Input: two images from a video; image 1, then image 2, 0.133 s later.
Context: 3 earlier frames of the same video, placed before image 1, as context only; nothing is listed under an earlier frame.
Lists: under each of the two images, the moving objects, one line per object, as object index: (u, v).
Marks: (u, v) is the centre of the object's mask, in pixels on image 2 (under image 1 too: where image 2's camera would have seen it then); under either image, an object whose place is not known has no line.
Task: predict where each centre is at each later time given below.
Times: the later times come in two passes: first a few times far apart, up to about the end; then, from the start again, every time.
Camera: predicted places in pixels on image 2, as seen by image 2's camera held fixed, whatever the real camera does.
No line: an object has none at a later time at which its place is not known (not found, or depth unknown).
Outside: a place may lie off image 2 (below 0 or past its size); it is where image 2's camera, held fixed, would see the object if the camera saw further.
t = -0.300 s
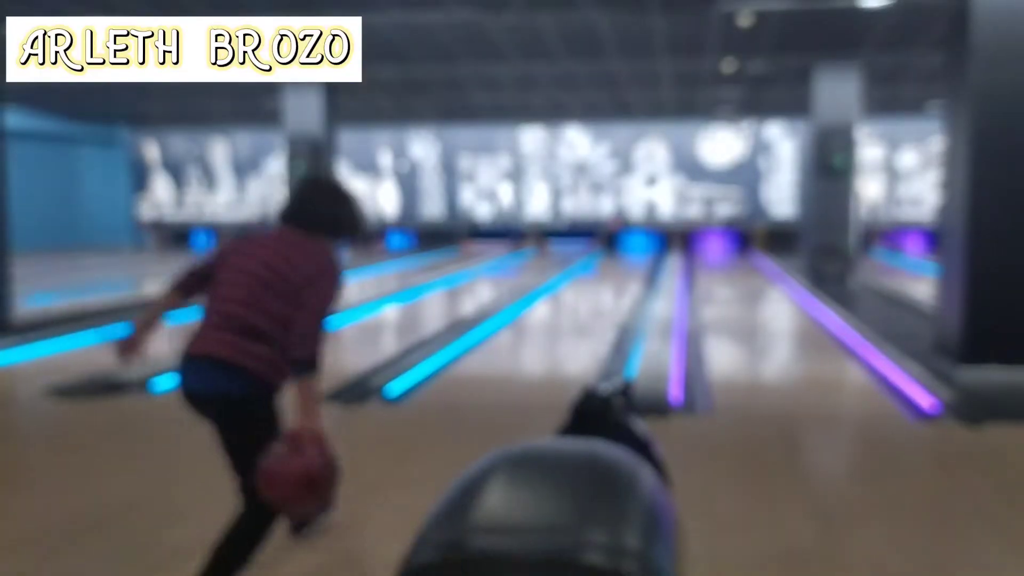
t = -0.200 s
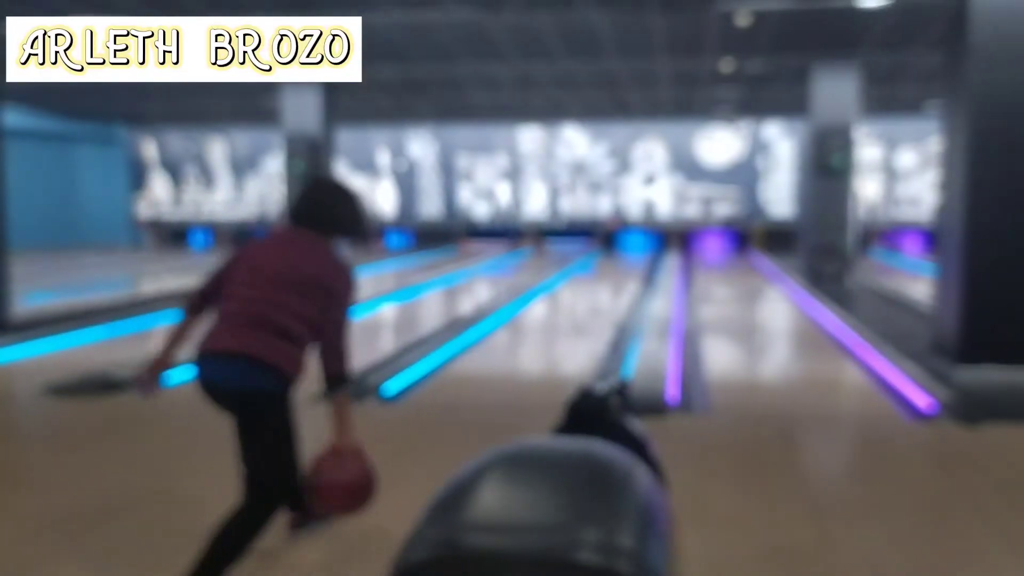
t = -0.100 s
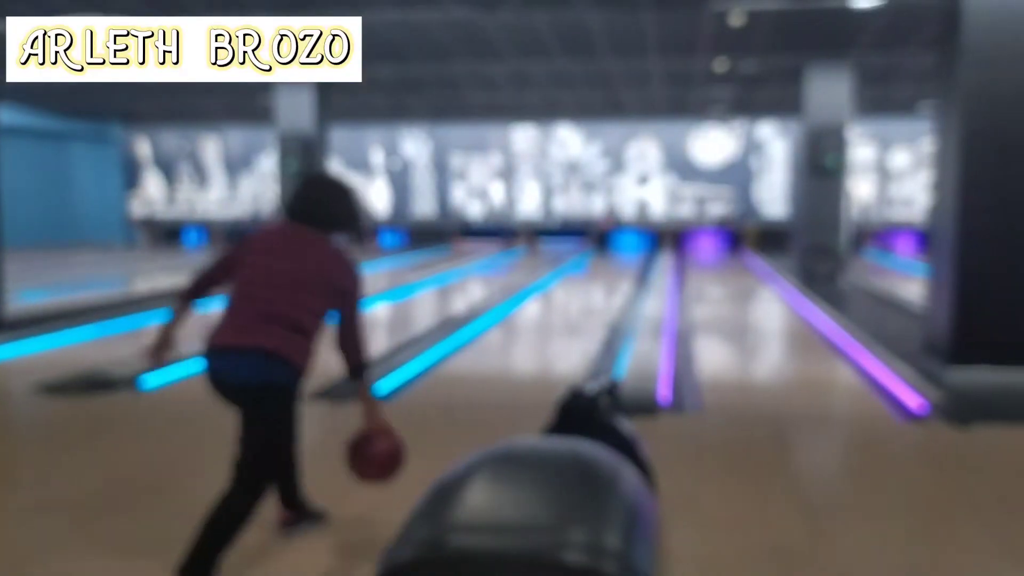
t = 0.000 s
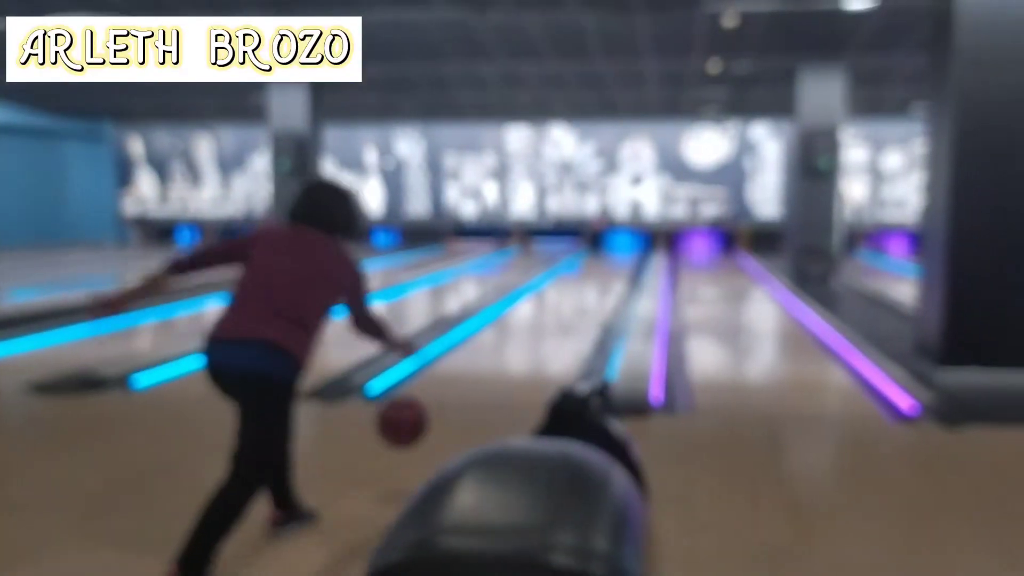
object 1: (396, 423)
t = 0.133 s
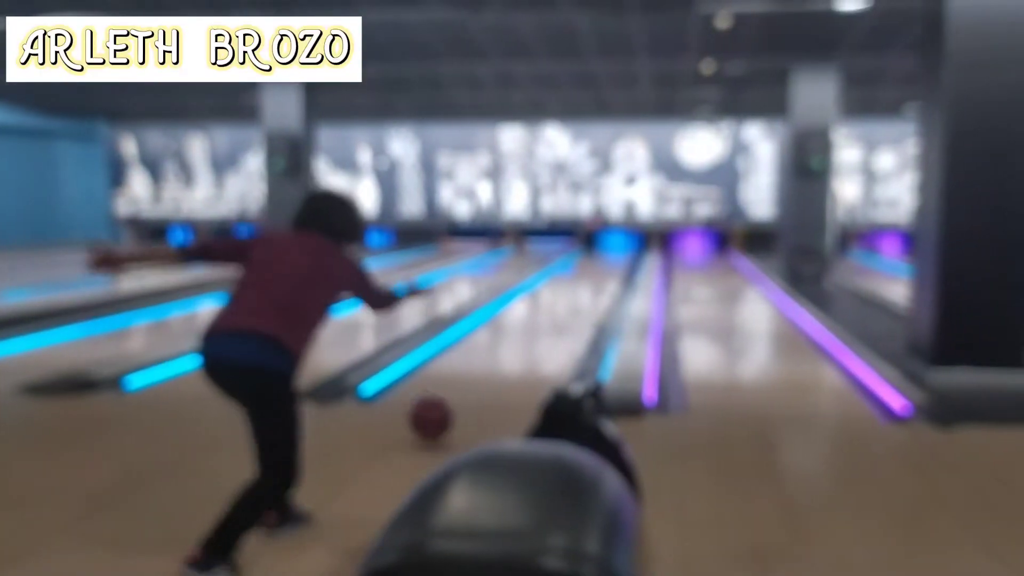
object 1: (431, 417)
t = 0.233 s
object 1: (451, 400)
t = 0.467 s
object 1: (483, 365)
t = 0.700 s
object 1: (503, 339)
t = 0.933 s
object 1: (520, 322)
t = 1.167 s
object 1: (530, 305)
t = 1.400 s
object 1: (541, 298)
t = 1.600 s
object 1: (548, 291)
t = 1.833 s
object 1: (554, 284)
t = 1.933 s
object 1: (556, 282)
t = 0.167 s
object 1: (438, 417)
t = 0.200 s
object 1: (444, 407)
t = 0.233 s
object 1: (451, 400)
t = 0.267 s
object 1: (456, 395)
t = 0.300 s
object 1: (462, 390)
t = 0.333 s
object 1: (467, 385)
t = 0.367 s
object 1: (472, 380)
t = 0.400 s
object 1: (476, 375)
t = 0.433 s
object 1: (480, 370)
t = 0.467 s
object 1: (483, 365)
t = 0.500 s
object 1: (487, 360)
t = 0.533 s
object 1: (490, 357)
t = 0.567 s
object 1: (493, 353)
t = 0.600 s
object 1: (496, 349)
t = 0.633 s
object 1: (499, 345)
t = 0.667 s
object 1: (502, 342)
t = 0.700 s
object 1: (503, 339)
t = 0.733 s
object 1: (506, 336)
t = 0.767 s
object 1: (509, 334)
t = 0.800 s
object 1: (511, 331)
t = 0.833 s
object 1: (514, 328)
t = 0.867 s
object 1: (516, 326)
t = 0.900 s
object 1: (518, 324)
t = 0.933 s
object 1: (520, 322)
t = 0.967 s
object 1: (522, 320)
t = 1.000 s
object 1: (524, 318)
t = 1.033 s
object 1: (526, 316)
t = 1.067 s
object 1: (527, 314)
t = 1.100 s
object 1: (529, 312)
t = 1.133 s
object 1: (530, 309)
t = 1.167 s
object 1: (530, 305)
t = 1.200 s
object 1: (532, 304)
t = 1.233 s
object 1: (534, 303)
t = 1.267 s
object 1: (536, 301)
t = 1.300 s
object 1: (537, 300)
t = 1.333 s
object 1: (539, 300)
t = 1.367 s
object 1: (540, 299)
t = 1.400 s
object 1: (541, 298)
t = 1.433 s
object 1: (543, 296)
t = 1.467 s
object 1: (544, 295)
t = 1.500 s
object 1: (545, 294)
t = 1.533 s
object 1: (546, 293)
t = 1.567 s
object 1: (547, 292)
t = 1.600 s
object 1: (548, 291)
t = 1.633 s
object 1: (549, 290)
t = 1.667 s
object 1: (550, 289)
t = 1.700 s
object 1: (550, 288)
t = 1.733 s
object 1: (552, 287)
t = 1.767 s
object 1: (552, 286)
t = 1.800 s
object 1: (553, 285)
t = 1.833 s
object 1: (554, 284)
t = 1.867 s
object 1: (554, 284)
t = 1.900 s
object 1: (555, 283)
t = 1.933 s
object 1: (556, 282)
